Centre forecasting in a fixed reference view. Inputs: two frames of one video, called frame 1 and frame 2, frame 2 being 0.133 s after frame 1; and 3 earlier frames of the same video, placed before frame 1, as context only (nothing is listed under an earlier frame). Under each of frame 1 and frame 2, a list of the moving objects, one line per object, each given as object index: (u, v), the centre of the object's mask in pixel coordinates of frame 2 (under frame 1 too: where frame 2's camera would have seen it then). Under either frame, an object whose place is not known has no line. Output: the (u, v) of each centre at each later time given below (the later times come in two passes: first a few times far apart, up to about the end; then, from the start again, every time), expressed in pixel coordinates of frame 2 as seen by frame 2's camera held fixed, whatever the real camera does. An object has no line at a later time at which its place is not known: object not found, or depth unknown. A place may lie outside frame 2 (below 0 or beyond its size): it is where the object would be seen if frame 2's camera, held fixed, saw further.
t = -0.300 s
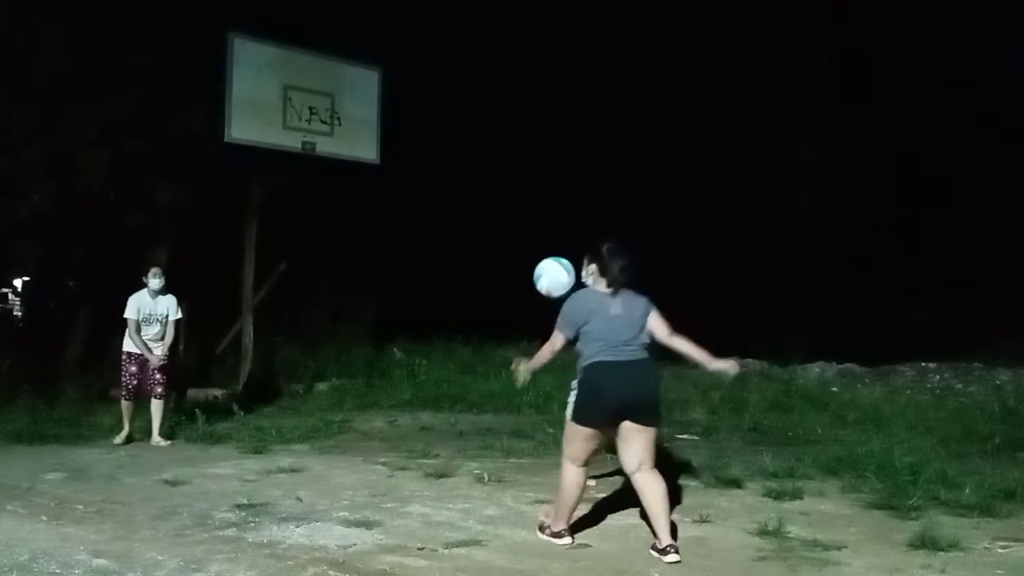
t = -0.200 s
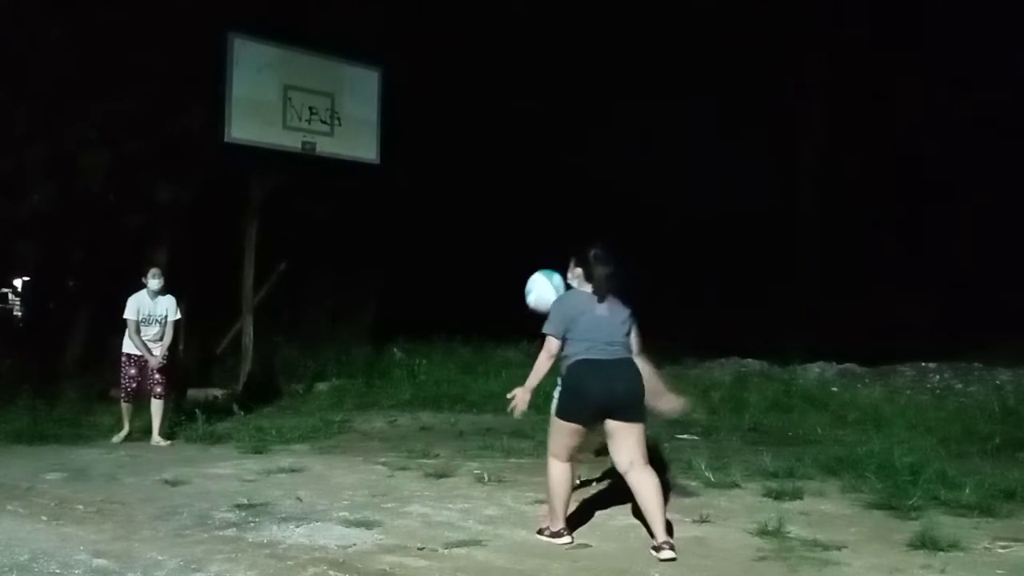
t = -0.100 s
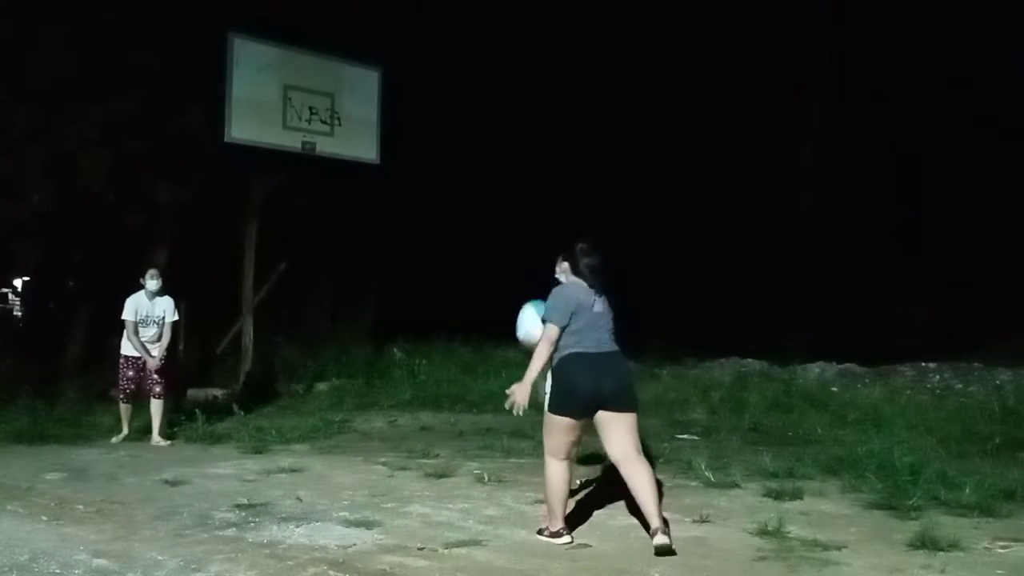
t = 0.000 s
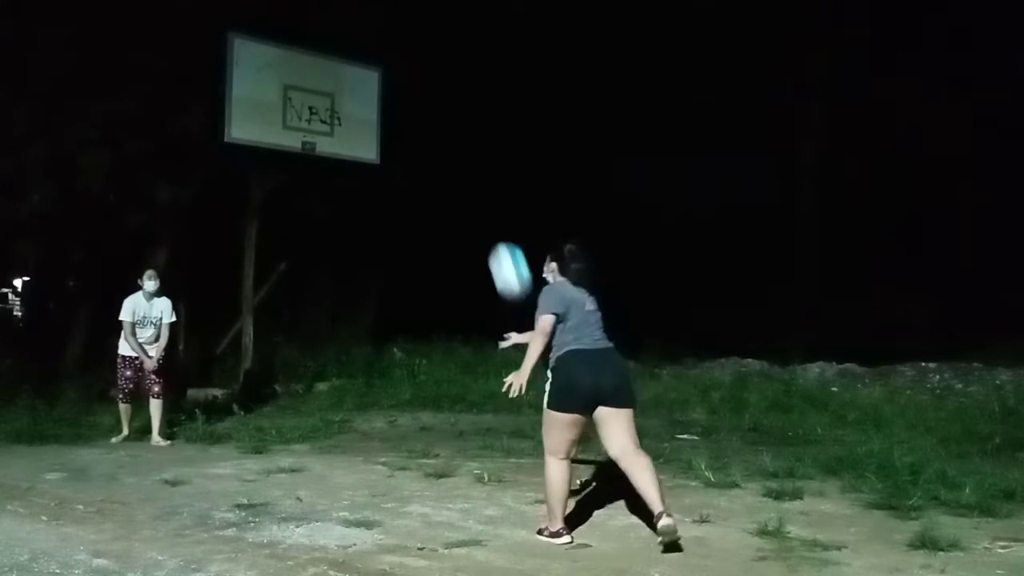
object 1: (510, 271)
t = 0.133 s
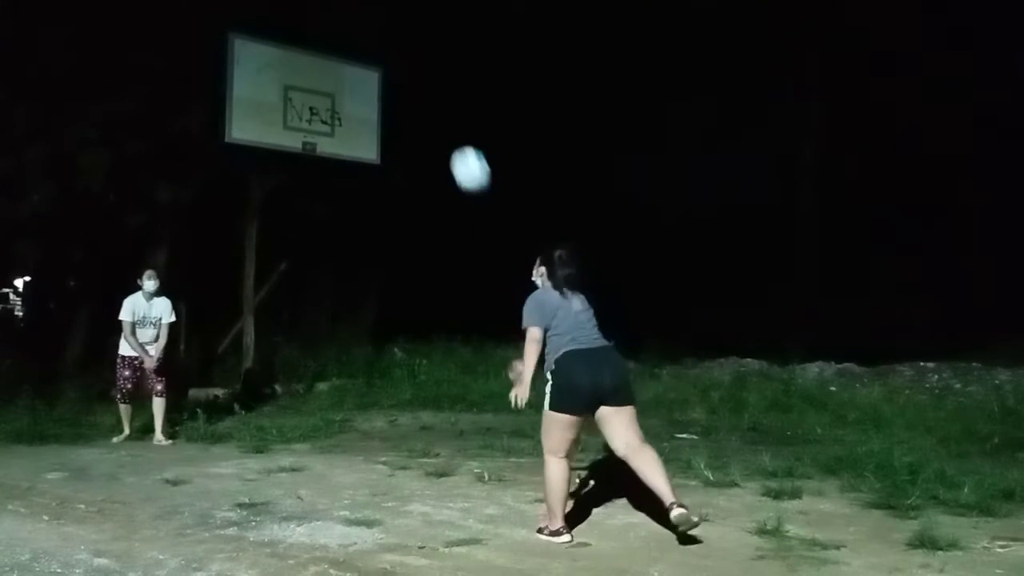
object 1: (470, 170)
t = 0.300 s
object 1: (426, 96)
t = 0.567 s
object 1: (368, 79)
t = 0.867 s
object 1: (311, 176)
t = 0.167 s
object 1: (461, 151)
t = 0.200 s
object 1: (452, 135)
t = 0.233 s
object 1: (443, 120)
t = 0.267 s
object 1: (434, 107)
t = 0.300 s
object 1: (426, 96)
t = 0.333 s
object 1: (418, 87)
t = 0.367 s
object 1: (410, 81)
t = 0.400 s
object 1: (402, 77)
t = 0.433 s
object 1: (395, 74)
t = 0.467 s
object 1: (388, 73)
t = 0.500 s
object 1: (381, 73)
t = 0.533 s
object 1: (374, 75)
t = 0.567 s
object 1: (368, 79)
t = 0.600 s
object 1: (361, 84)
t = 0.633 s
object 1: (354, 91)
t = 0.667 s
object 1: (347, 98)
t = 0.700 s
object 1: (341, 109)
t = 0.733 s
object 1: (335, 119)
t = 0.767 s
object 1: (328, 131)
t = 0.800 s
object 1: (323, 144)
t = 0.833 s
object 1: (316, 160)
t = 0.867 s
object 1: (311, 176)
